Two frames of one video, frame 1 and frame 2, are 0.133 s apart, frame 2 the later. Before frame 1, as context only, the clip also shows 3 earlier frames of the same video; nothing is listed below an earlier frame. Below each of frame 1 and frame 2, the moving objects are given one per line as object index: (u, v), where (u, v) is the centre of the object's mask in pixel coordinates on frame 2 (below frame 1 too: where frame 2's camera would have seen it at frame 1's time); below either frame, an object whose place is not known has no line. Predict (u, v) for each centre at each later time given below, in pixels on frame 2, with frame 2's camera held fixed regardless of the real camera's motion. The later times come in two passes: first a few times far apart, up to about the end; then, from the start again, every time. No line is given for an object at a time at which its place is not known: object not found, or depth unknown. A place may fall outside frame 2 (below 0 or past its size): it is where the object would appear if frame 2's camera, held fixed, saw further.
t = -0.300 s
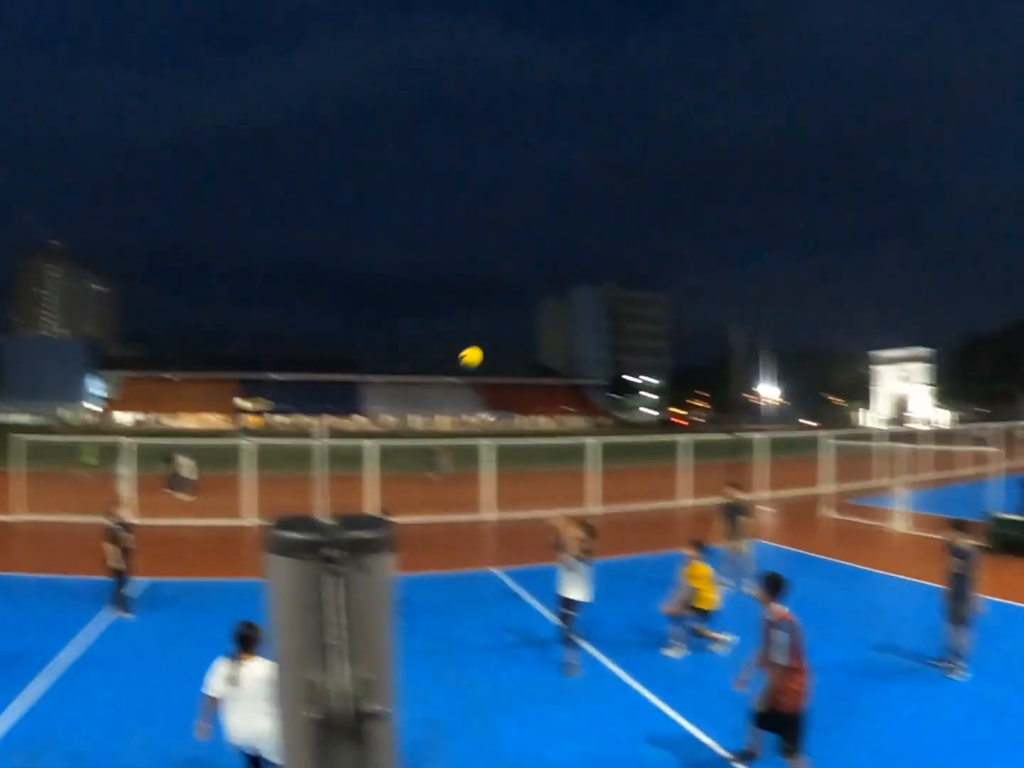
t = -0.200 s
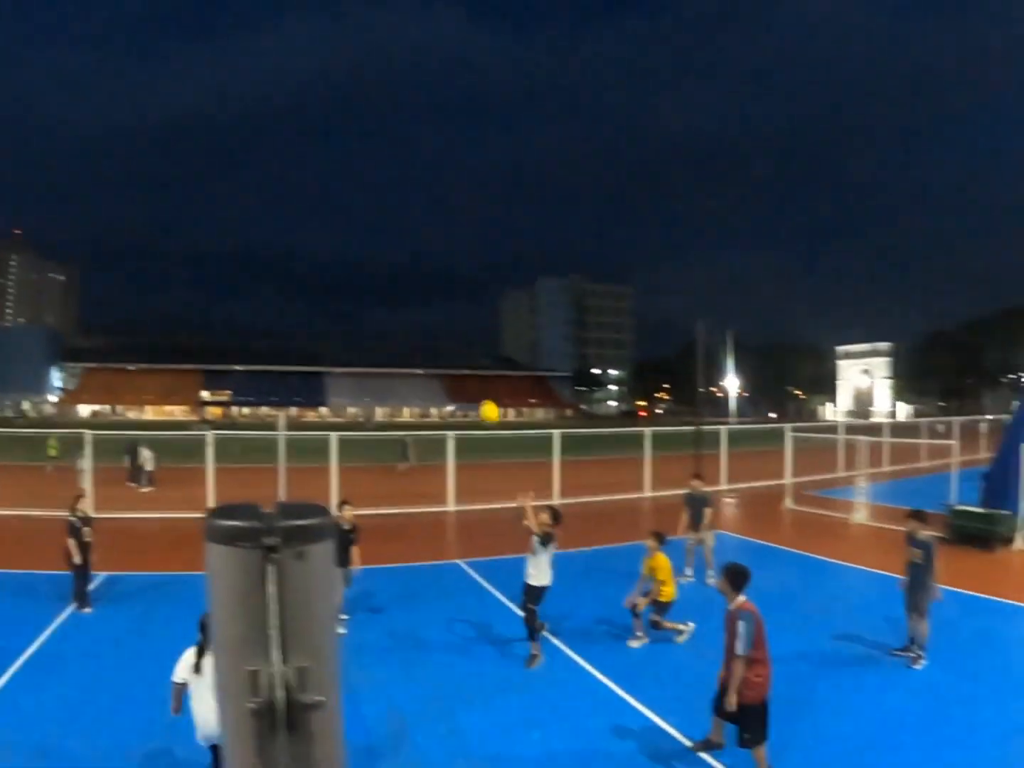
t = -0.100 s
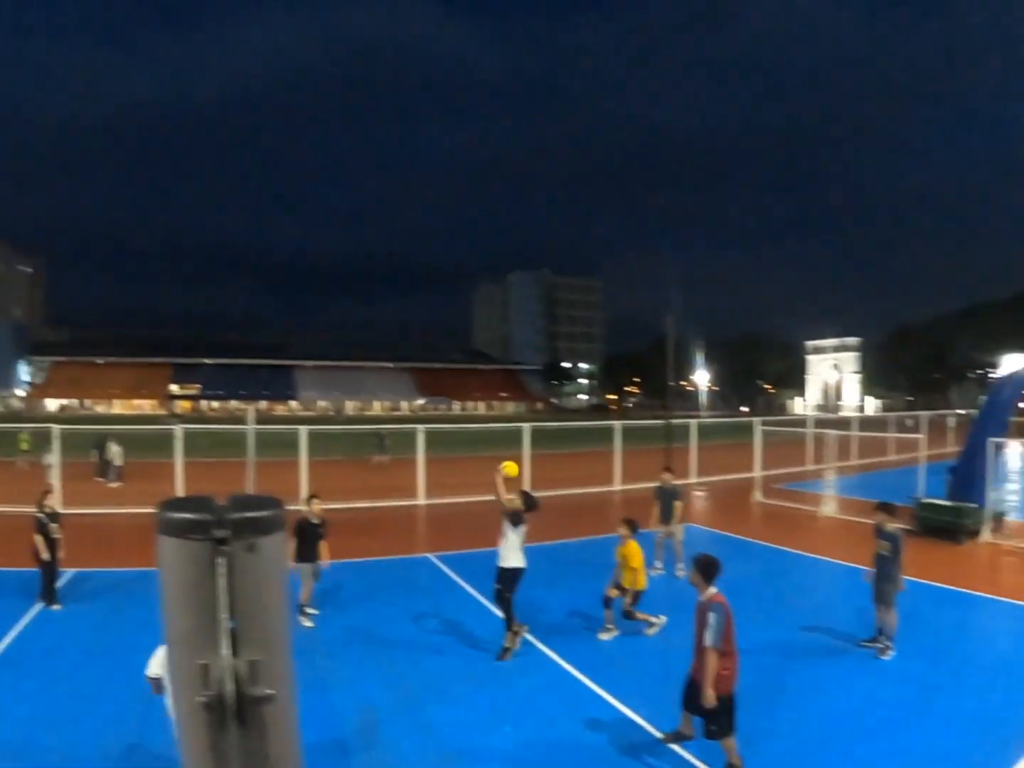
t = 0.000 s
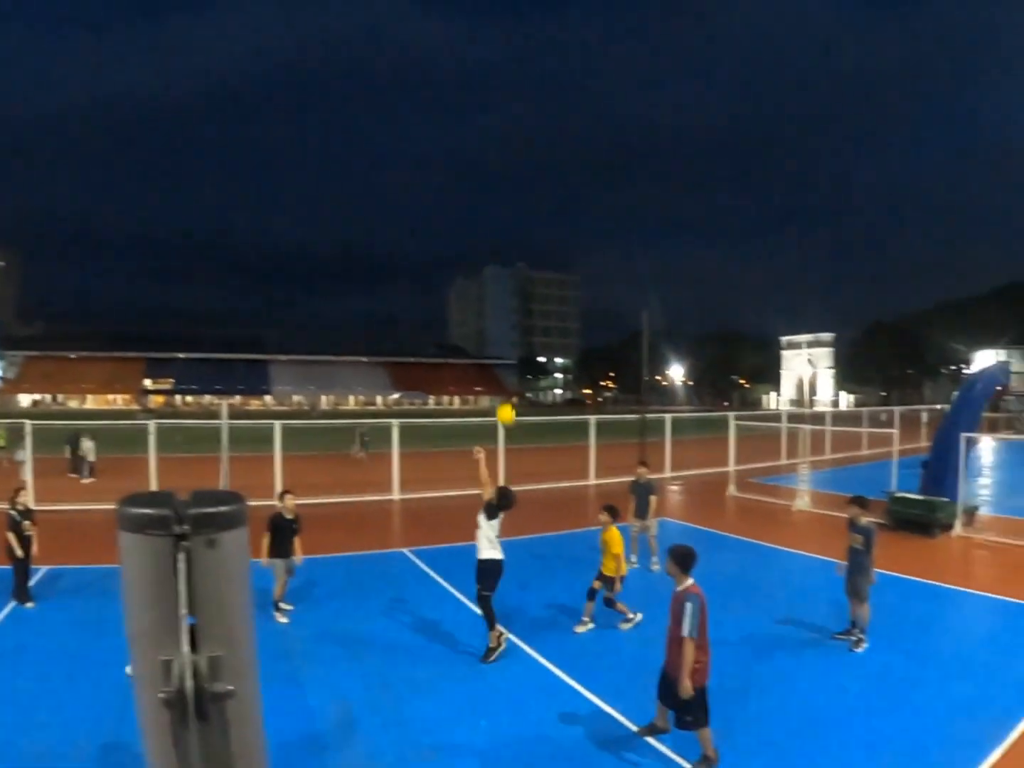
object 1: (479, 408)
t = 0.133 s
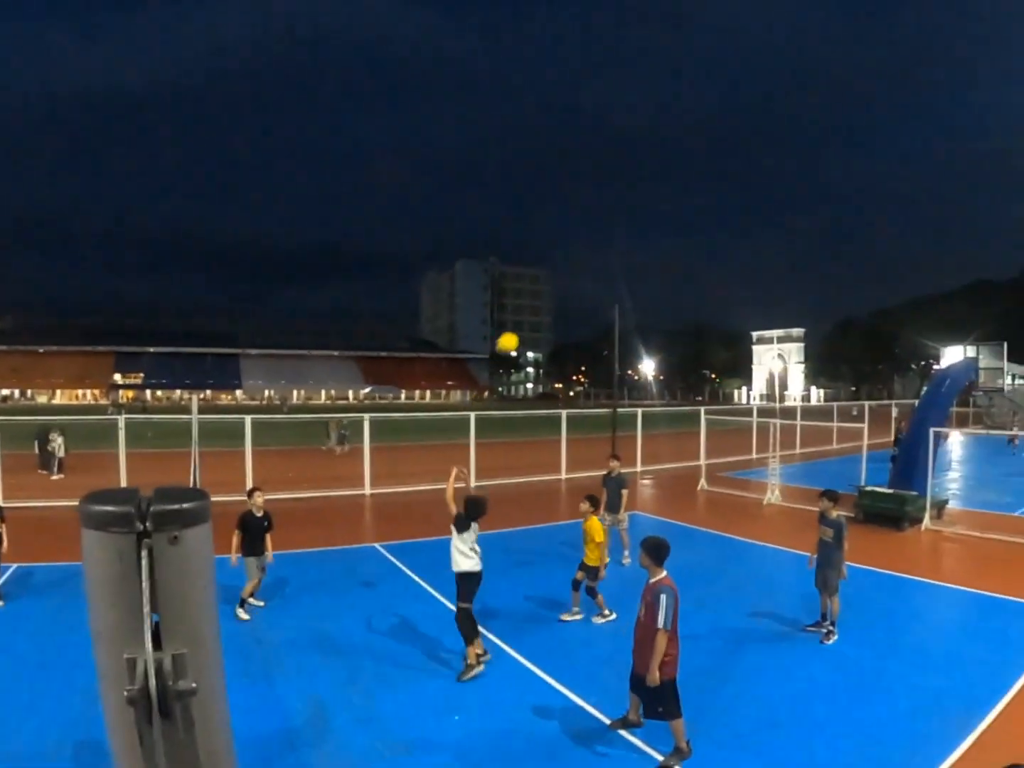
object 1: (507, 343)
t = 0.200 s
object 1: (522, 317)
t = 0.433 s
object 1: (573, 262)
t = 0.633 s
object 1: (618, 256)
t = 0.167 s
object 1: (515, 330)
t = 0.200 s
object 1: (522, 317)
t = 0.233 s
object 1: (529, 306)
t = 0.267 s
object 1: (536, 295)
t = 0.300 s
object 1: (544, 286)
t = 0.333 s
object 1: (551, 279)
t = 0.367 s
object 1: (559, 272)
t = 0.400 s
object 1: (566, 267)
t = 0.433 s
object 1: (573, 262)
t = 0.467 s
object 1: (581, 258)
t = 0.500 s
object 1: (589, 255)
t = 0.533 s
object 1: (596, 254)
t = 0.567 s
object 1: (604, 254)
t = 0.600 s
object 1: (611, 254)
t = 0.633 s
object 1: (618, 256)
